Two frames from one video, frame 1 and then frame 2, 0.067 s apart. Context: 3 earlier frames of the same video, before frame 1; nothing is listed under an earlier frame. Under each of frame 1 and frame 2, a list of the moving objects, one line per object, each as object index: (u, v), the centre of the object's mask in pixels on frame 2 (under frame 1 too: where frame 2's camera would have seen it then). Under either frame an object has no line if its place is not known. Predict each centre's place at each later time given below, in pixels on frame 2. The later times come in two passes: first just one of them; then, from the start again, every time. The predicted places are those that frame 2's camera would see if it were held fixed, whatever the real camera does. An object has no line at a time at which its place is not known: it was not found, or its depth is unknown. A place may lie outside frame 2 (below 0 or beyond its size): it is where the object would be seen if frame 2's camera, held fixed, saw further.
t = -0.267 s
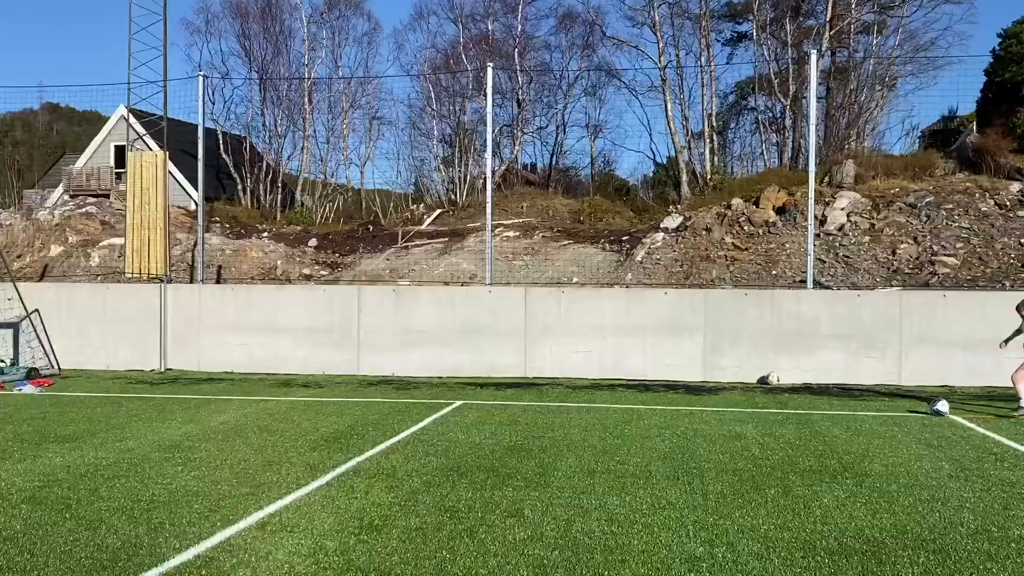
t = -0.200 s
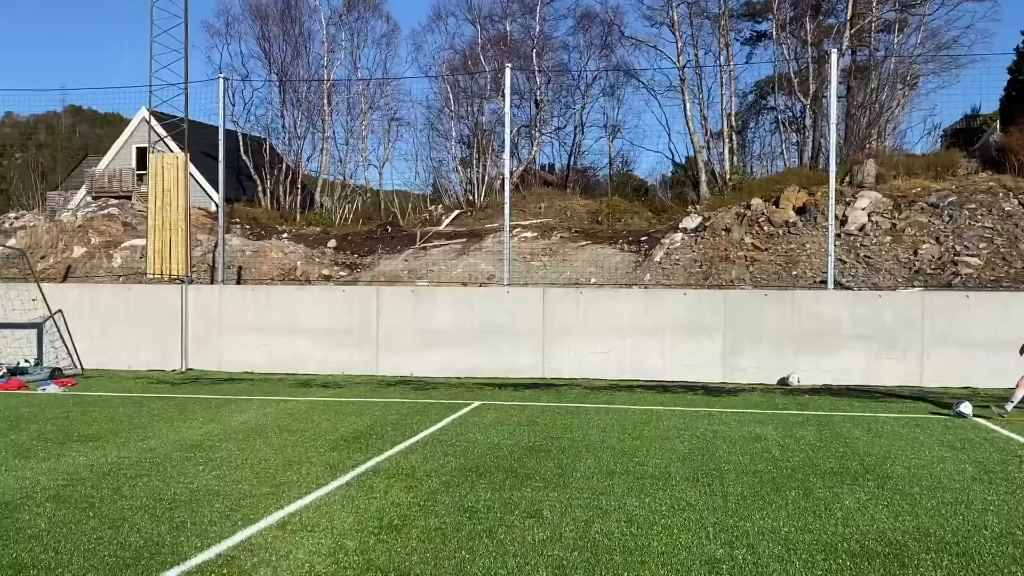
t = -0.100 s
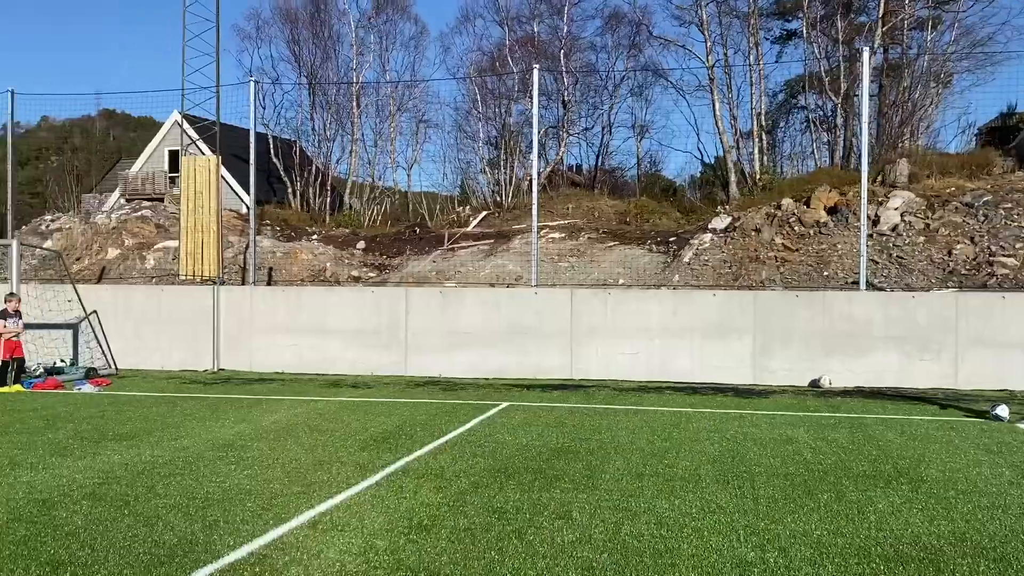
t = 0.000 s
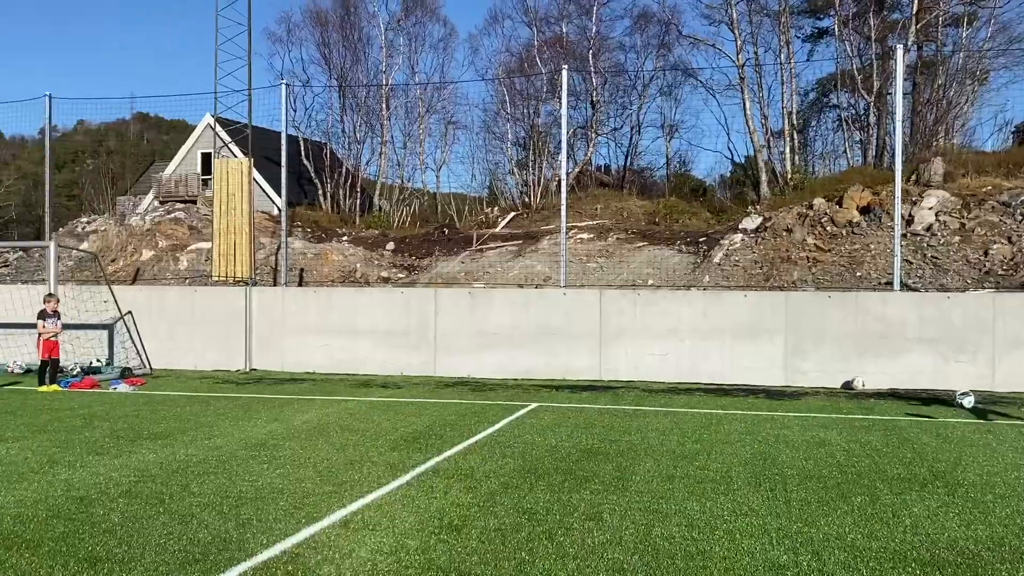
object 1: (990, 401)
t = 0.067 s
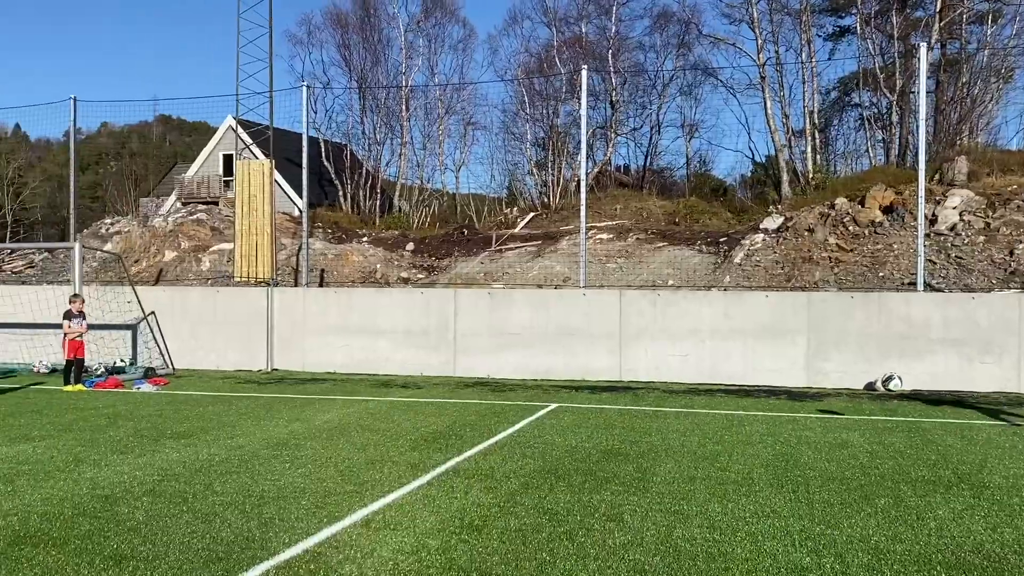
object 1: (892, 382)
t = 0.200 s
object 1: (699, 357)
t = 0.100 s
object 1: (843, 374)
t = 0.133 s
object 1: (795, 367)
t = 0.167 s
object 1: (746, 361)
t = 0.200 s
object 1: (699, 357)
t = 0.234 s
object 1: (649, 353)
